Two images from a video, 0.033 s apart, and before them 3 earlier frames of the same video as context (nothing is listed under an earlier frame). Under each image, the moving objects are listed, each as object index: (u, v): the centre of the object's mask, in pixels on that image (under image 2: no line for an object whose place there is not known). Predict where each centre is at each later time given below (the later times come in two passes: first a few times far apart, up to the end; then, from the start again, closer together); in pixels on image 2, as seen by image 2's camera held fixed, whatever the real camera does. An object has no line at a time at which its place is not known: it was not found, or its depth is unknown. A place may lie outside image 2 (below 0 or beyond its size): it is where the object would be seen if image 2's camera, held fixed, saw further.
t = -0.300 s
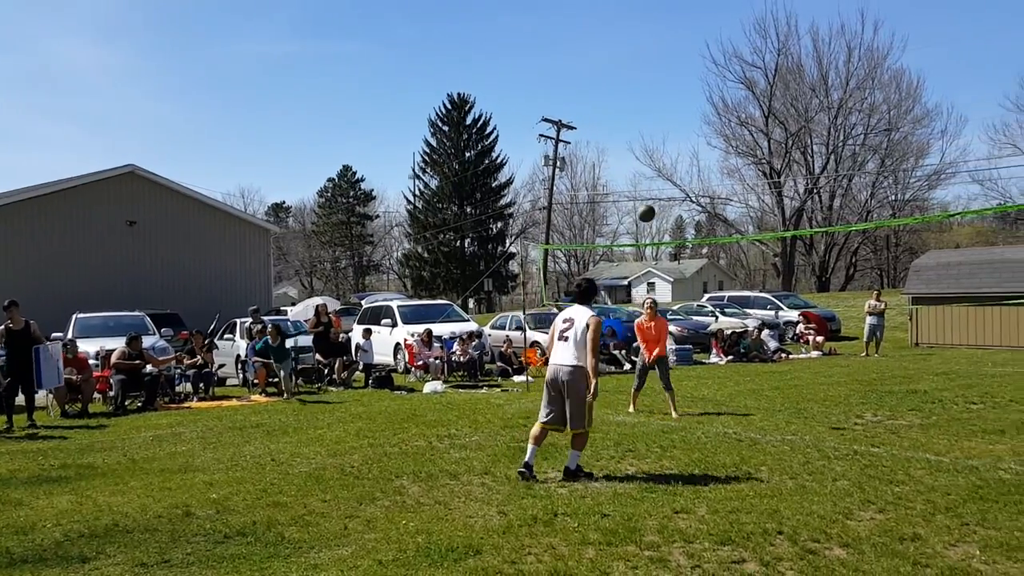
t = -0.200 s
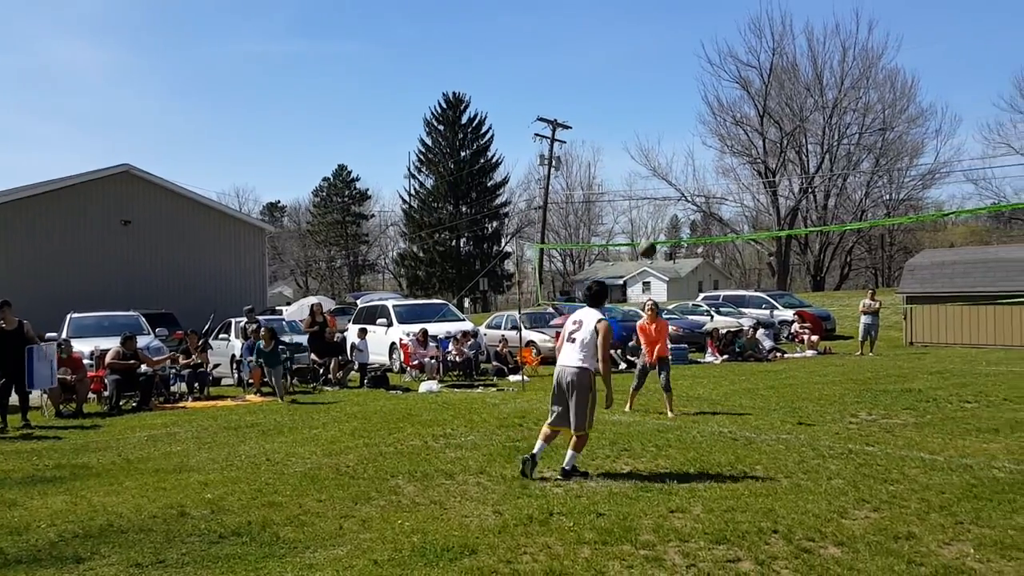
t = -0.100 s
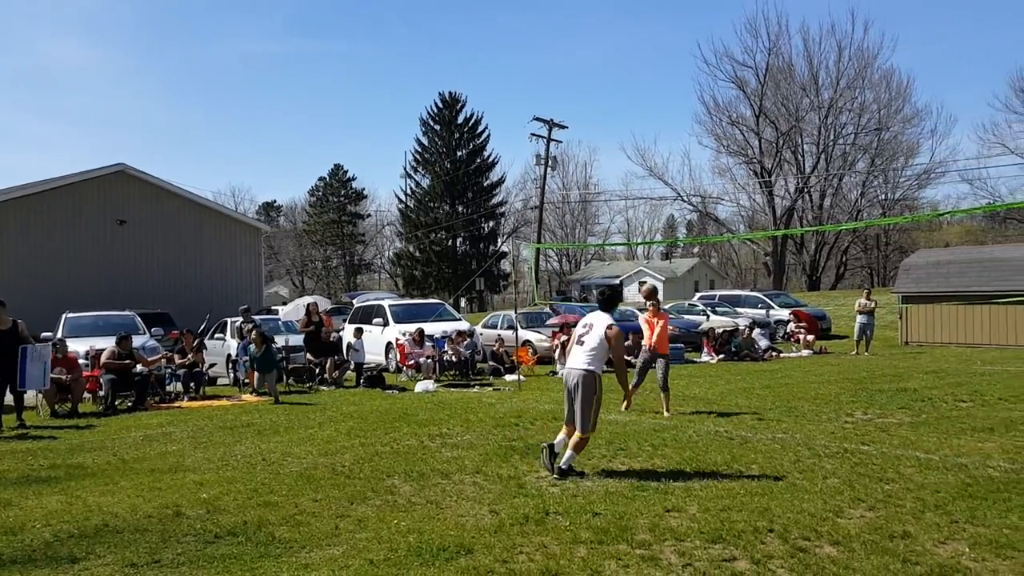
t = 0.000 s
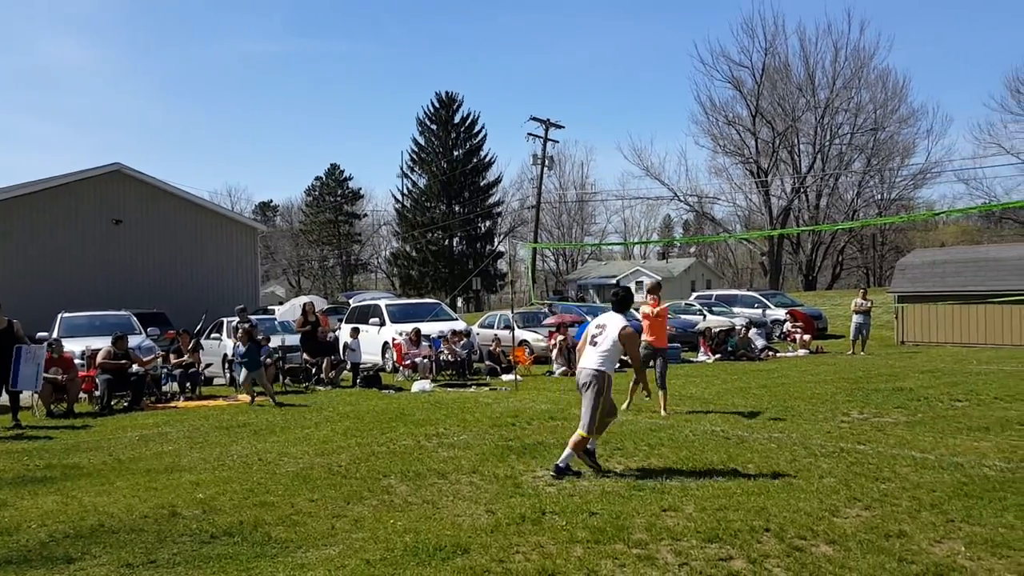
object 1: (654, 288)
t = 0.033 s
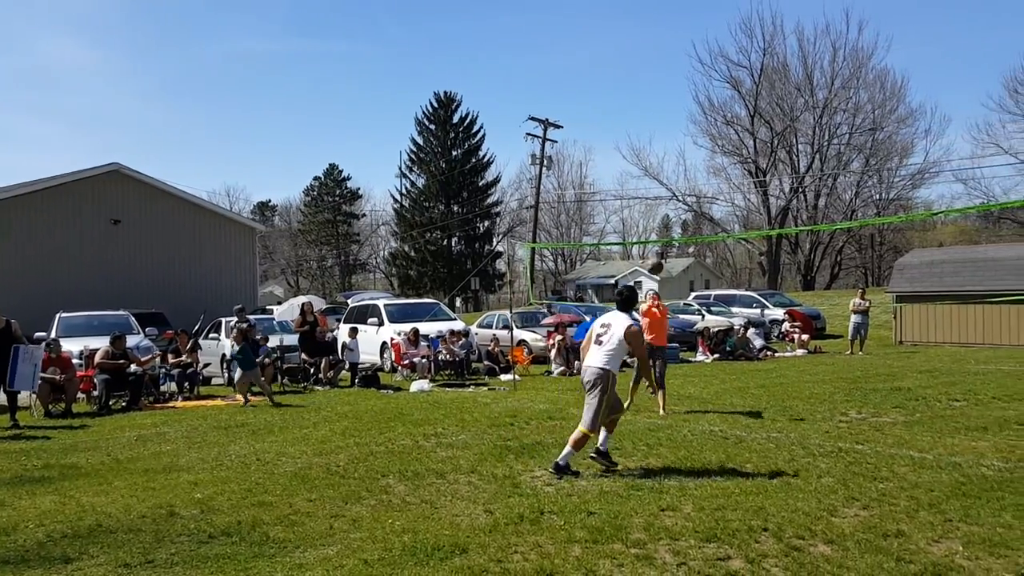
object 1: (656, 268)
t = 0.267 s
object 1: (676, 145)
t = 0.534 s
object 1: (702, 51)
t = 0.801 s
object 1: (731, 16)
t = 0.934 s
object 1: (746, 24)
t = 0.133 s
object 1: (664, 211)
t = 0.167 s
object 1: (667, 193)
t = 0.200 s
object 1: (669, 177)
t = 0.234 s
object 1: (673, 160)
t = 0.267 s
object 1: (676, 145)
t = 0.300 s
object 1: (679, 130)
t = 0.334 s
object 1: (682, 116)
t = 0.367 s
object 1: (686, 104)
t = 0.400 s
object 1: (689, 91)
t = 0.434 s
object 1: (692, 80)
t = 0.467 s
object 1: (695, 69)
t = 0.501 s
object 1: (698, 60)
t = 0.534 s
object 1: (702, 51)
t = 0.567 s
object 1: (705, 44)
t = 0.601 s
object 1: (709, 37)
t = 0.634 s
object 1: (712, 31)
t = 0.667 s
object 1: (716, 26)
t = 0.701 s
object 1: (720, 22)
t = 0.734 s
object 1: (724, 19)
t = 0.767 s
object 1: (727, 17)
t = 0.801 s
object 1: (731, 16)
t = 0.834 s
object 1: (735, 17)
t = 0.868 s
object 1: (738, 18)
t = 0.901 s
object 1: (742, 21)
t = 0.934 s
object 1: (746, 24)
